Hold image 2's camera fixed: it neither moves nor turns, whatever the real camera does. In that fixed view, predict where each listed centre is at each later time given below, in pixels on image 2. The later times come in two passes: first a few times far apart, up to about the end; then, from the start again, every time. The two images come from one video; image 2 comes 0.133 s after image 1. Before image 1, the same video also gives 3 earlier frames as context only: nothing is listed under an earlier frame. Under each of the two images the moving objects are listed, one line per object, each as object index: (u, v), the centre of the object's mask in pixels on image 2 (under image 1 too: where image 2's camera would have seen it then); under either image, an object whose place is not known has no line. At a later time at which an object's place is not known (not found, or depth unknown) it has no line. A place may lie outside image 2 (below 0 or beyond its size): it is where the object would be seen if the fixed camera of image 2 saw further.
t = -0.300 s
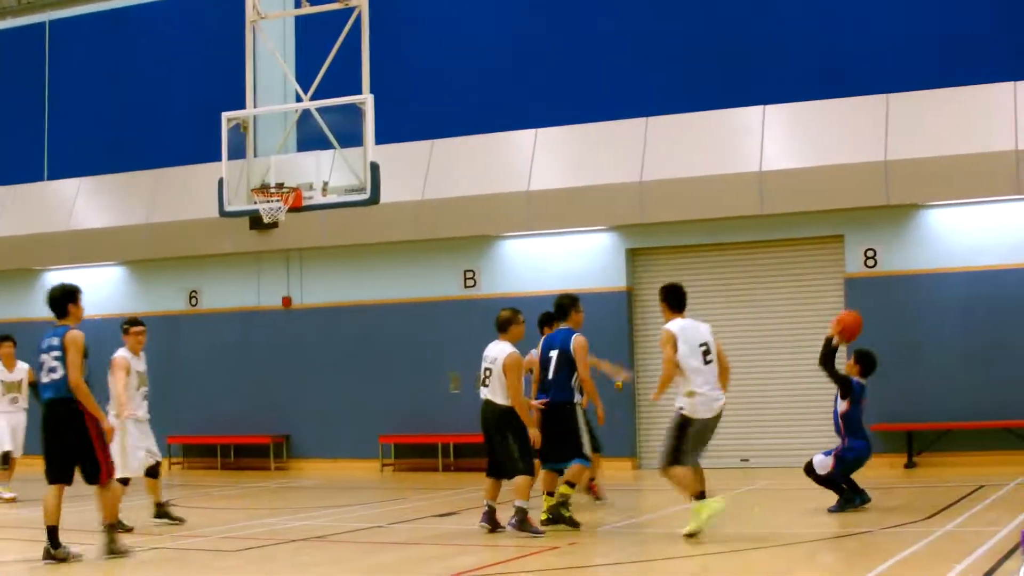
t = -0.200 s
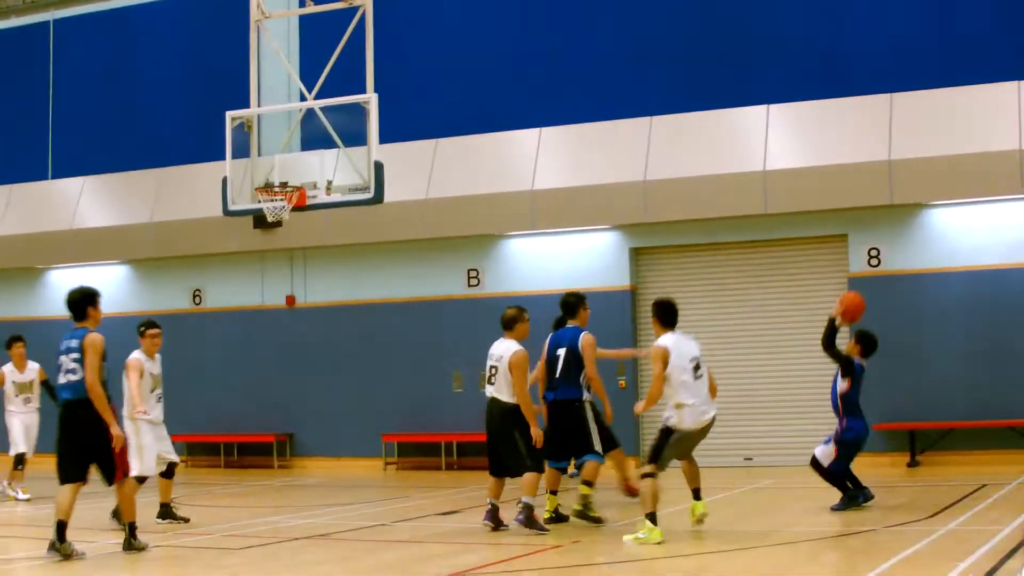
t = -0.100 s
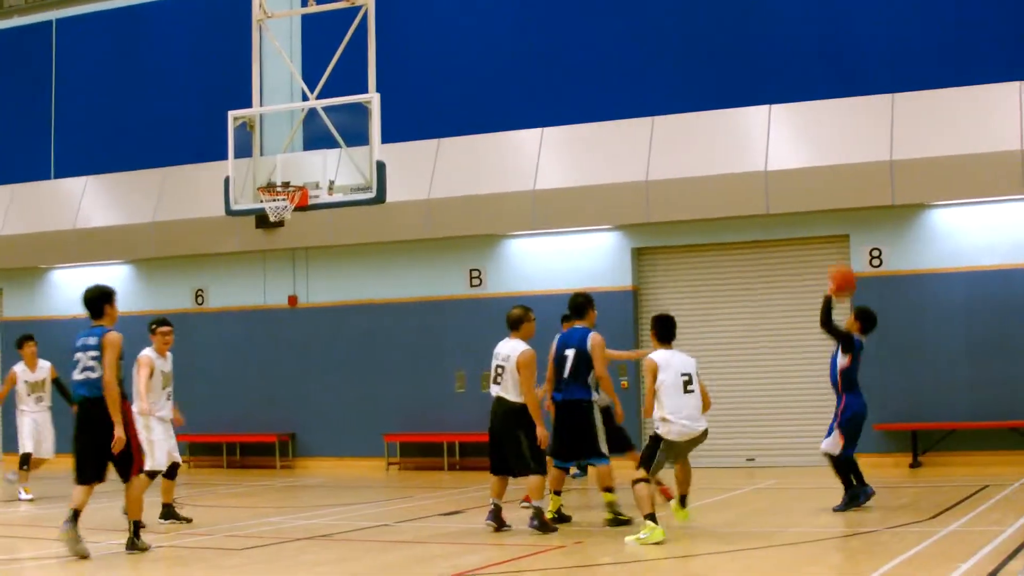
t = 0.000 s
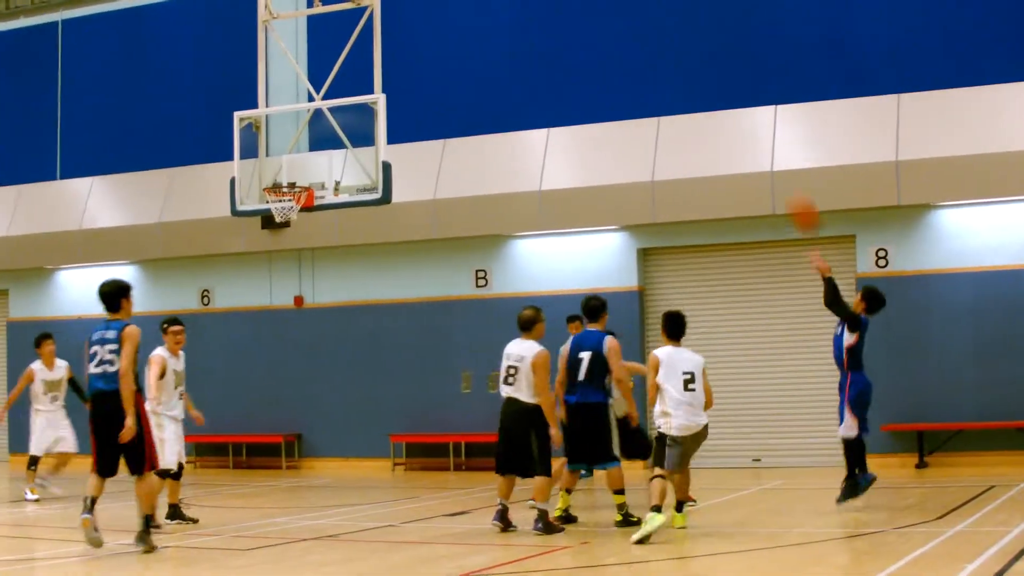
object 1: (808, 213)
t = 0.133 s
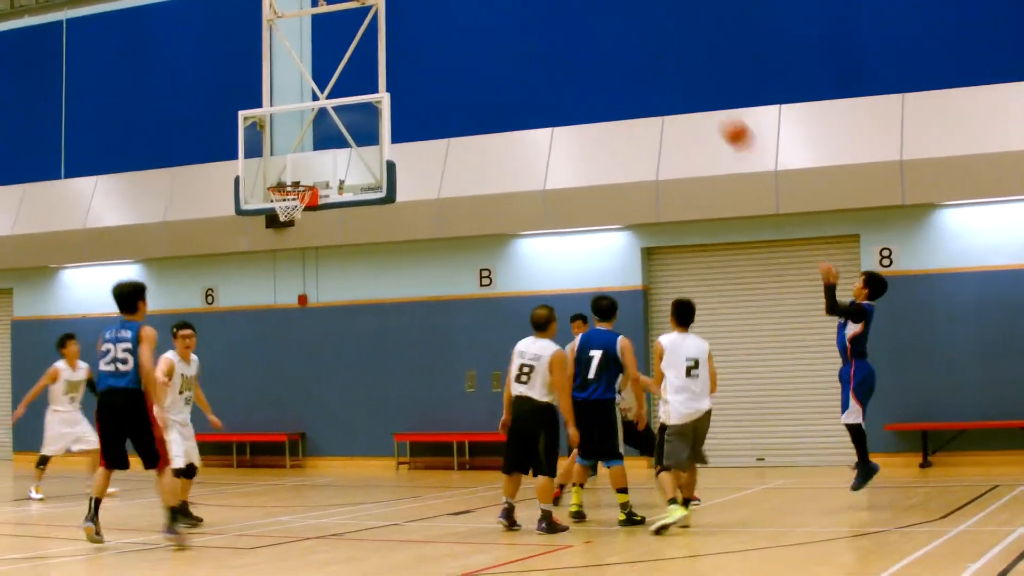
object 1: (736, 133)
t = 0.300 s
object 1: (653, 64)
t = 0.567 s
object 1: (532, 16)
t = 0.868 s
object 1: (409, 52)
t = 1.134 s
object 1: (312, 152)
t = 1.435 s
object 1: (287, 212)
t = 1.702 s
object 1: (288, 252)
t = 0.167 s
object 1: (717, 114)
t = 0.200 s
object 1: (702, 99)
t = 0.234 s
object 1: (686, 87)
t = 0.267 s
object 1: (669, 75)
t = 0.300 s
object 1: (653, 64)
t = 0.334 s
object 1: (637, 54)
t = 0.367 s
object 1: (621, 45)
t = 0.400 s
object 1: (606, 37)
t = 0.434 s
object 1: (590, 31)
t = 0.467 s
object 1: (575, 26)
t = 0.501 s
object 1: (561, 22)
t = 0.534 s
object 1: (546, 19)
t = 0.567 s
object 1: (532, 16)
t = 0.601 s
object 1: (517, 17)
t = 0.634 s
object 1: (504, 18)
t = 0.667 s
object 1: (490, 19)
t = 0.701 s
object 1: (476, 22)
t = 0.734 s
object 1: (462, 26)
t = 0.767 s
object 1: (449, 31)
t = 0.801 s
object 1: (436, 37)
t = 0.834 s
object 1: (423, 44)
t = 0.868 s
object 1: (409, 52)
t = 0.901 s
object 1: (398, 61)
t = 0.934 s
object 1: (384, 71)
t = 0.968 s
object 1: (369, 82)
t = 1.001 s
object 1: (360, 91)
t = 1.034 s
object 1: (348, 106)
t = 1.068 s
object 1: (333, 122)
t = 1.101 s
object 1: (324, 134)
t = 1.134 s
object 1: (312, 152)
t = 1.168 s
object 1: (300, 168)
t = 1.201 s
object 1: (288, 182)
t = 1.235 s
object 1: (286, 196)
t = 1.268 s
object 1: (285, 206)
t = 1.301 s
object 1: (287, 205)
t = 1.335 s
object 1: (290, 198)
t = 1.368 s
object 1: (289, 199)
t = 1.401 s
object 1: (288, 209)
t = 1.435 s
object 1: (287, 212)
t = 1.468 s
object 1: (288, 210)
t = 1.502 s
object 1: (288, 213)
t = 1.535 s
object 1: (289, 220)
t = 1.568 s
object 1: (289, 226)
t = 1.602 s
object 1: (288, 229)
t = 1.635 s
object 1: (288, 235)
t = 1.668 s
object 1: (289, 244)
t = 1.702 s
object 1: (288, 252)
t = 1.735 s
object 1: (288, 264)
